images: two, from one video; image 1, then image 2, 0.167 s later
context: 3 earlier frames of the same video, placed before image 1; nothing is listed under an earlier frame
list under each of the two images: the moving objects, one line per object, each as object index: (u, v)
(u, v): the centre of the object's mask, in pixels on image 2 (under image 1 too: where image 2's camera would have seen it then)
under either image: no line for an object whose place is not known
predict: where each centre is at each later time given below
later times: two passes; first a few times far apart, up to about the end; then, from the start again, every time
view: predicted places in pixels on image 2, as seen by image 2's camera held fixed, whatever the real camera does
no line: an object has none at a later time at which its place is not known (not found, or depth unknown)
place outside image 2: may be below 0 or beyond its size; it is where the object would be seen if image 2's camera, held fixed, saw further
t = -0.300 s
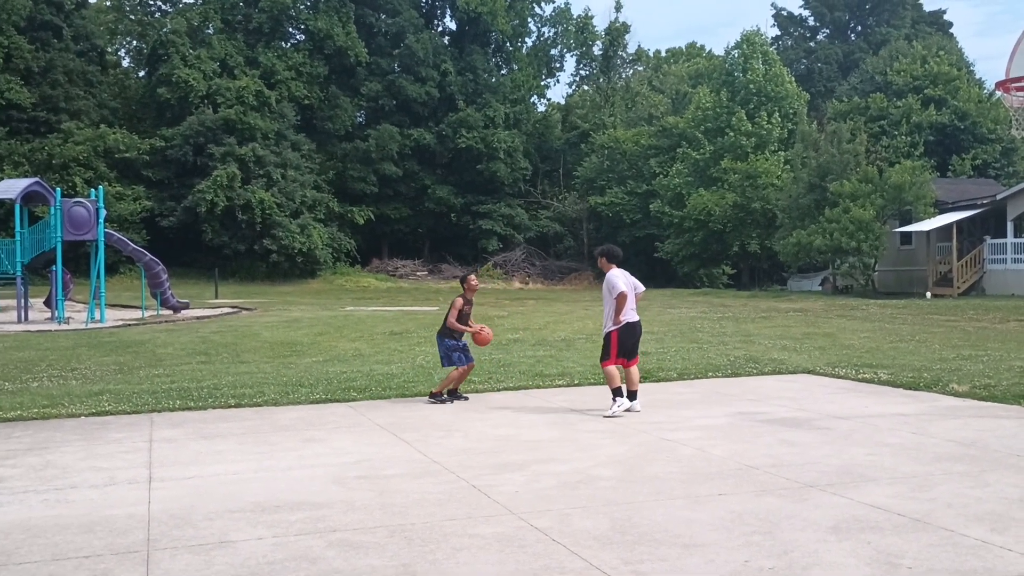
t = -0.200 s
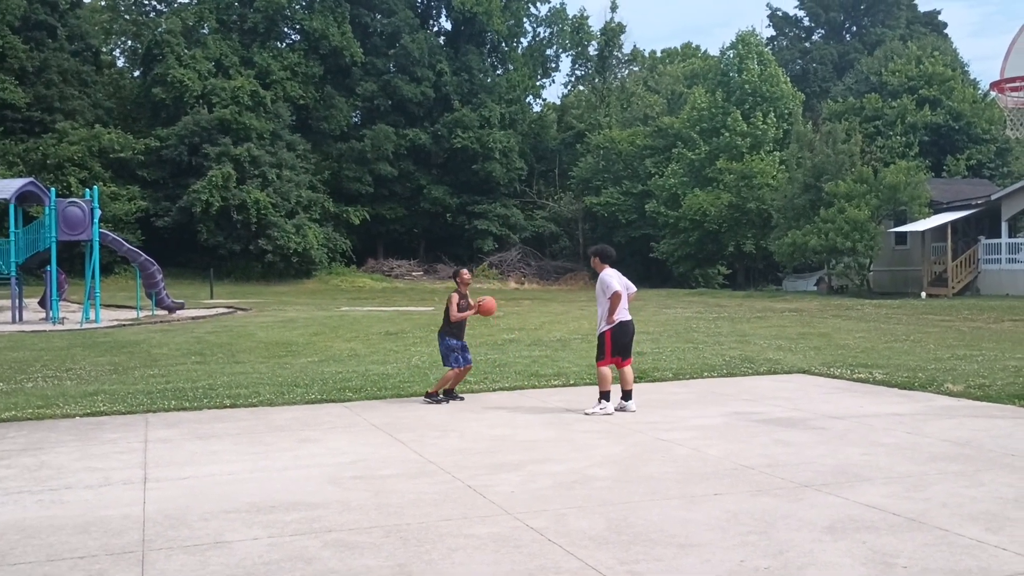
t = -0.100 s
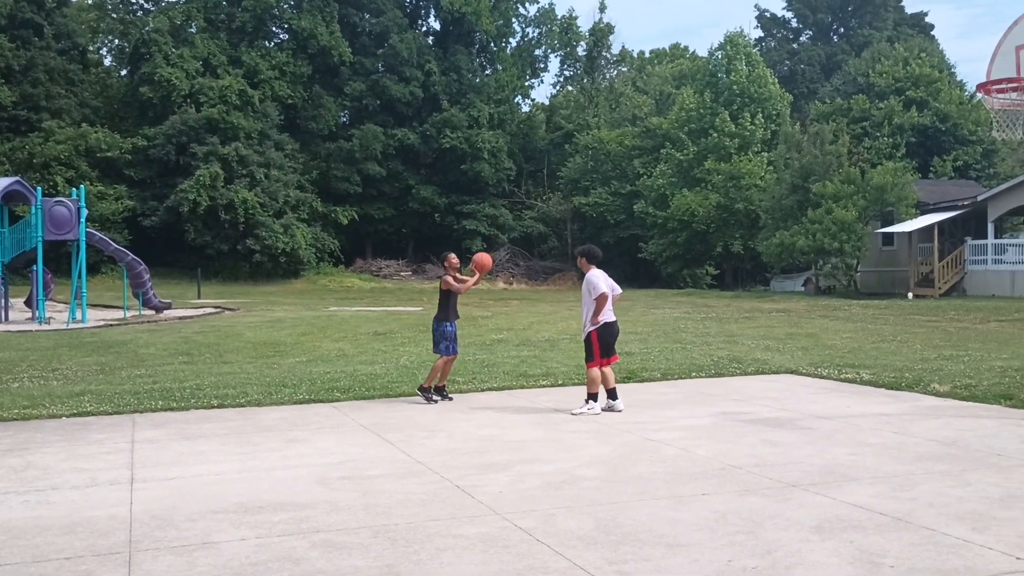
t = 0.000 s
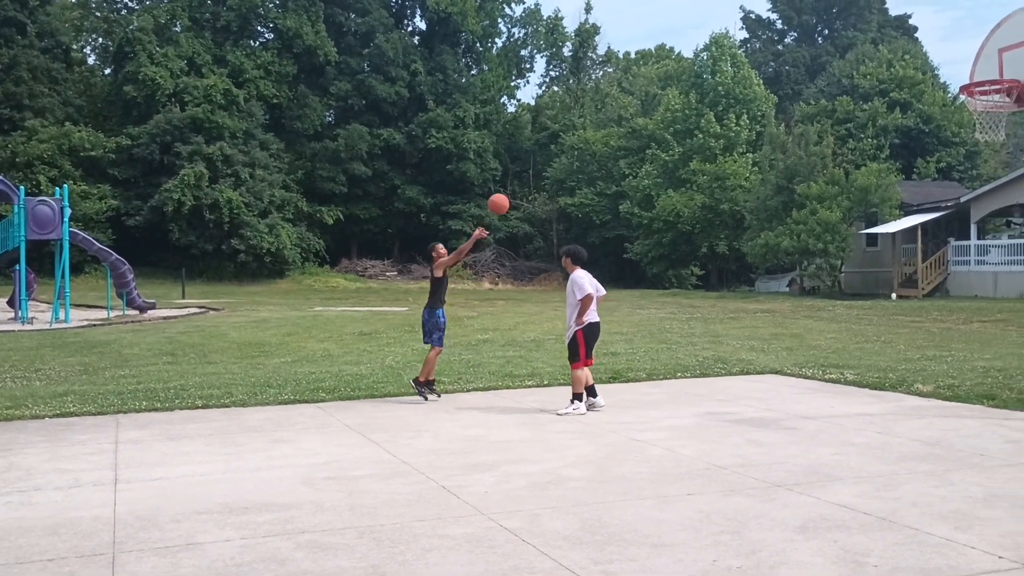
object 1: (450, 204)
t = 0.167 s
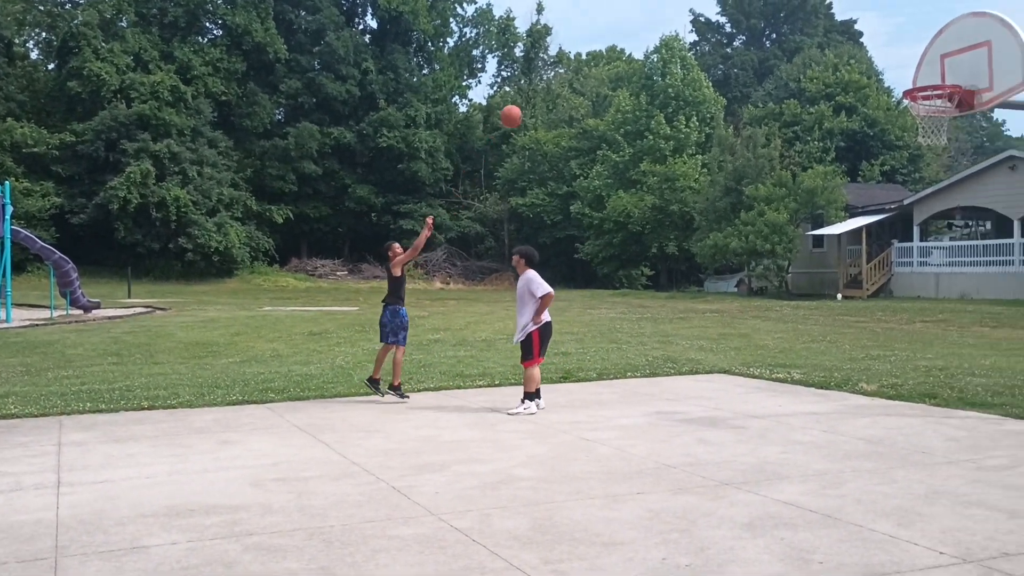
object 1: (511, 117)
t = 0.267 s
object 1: (550, 74)
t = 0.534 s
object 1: (659, 0)
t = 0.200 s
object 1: (524, 101)
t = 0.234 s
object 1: (537, 87)
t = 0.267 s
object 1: (550, 74)
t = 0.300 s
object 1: (563, 61)
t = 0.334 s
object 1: (576, 49)
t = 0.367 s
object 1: (589, 39)
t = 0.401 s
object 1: (602, 28)
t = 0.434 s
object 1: (616, 19)
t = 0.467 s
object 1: (631, 11)
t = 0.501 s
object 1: (645, 4)
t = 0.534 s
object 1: (659, 0)
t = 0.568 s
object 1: (674, -3)
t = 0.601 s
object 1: (689, -5)
